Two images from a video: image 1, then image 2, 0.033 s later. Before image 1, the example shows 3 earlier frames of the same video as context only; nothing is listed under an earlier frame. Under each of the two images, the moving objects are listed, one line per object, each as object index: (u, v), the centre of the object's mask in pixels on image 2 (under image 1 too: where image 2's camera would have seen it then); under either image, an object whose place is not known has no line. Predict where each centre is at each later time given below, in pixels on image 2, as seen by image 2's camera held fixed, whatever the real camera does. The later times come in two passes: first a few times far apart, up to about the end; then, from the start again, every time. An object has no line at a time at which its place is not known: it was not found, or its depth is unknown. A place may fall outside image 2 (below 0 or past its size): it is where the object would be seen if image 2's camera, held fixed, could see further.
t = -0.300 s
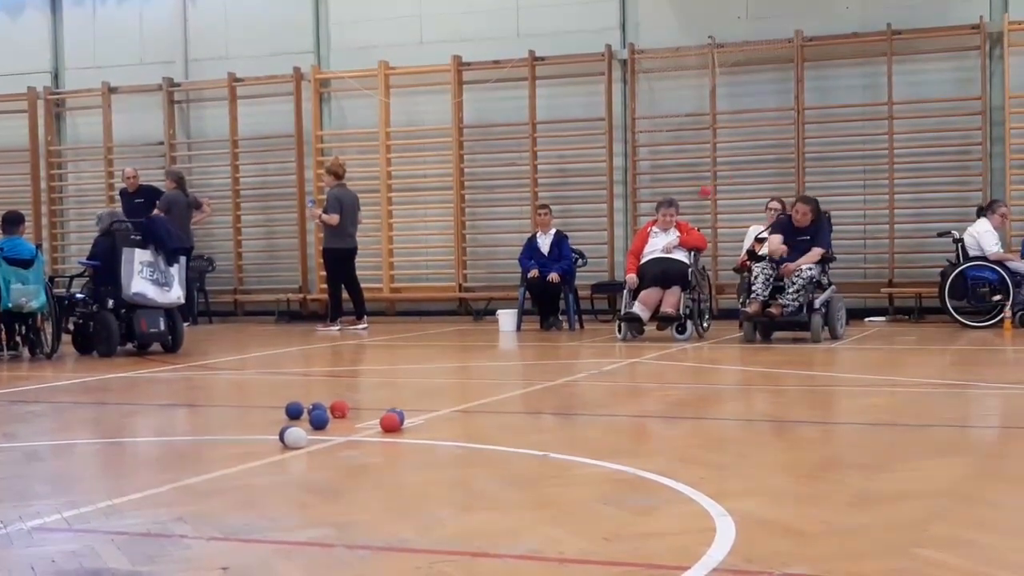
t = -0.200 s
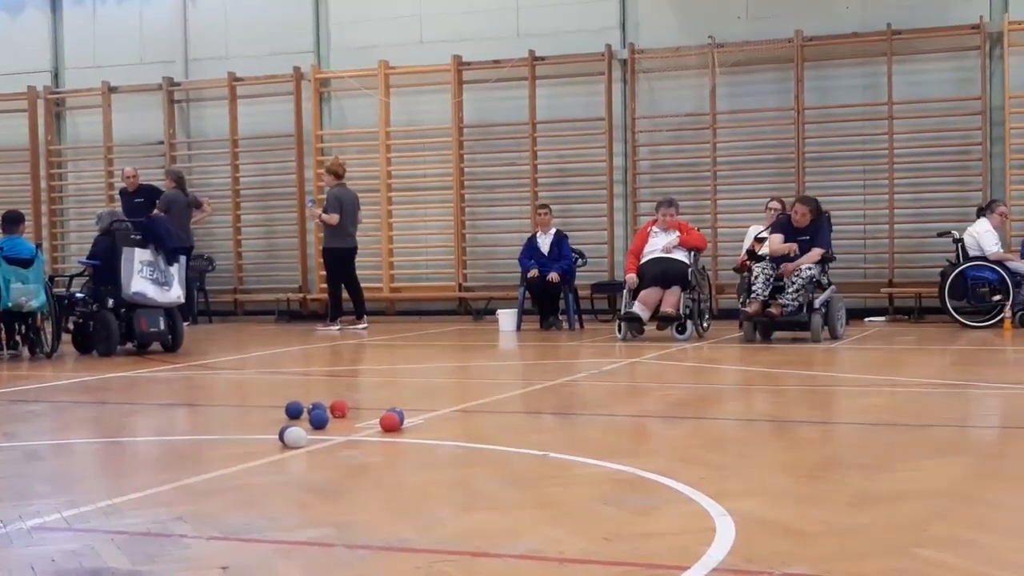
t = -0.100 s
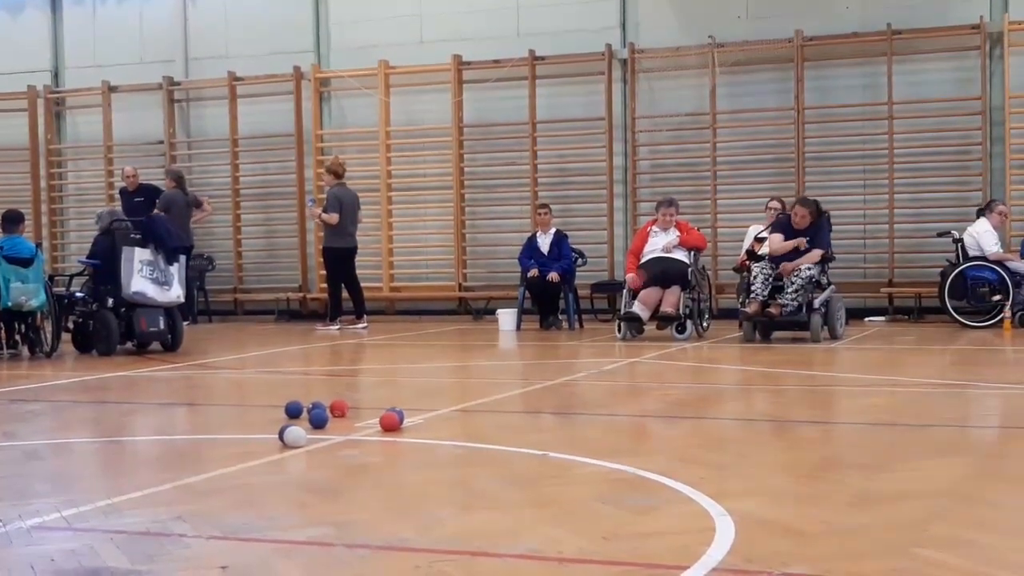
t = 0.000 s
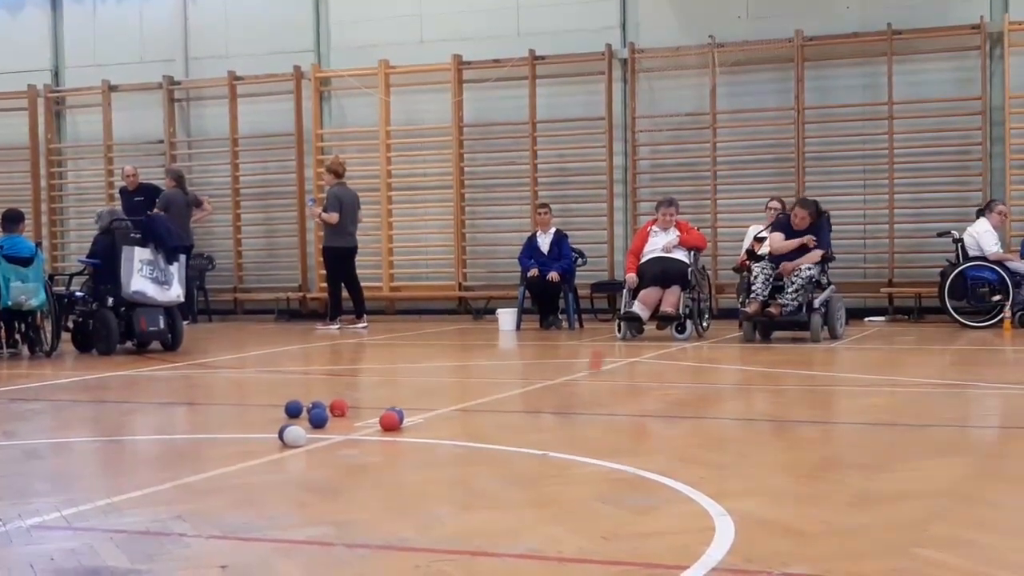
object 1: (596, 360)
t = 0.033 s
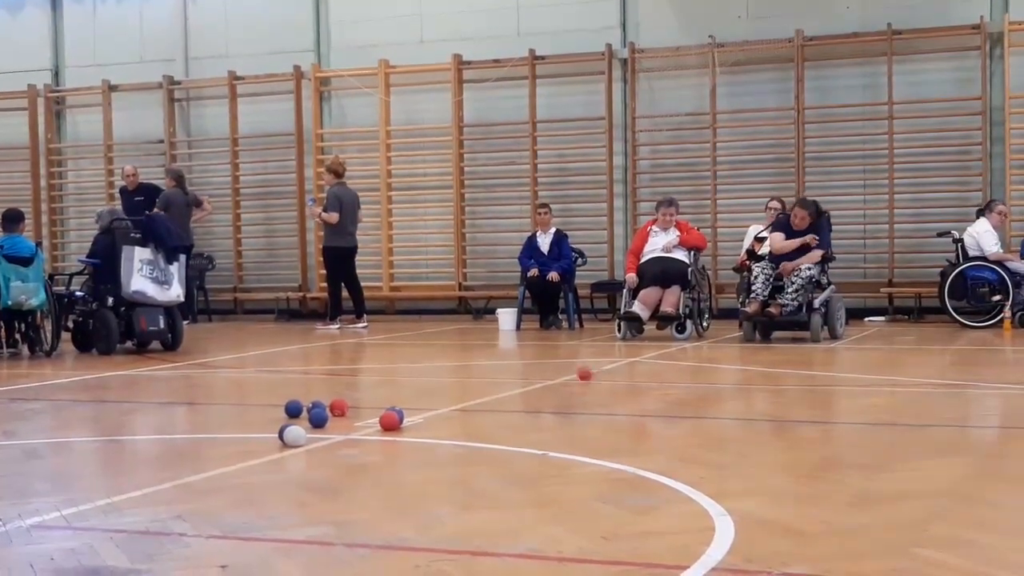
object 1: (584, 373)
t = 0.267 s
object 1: (519, 369)
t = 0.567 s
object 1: (425, 407)
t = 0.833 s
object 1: (365, 404)
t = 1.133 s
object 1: (325, 420)
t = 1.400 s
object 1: (308, 421)
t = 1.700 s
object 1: (300, 420)
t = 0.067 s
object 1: (575, 367)
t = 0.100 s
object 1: (567, 363)
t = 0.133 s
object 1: (558, 360)
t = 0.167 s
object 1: (548, 359)
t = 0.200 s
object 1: (539, 360)
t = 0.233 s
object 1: (529, 364)
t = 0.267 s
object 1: (519, 369)
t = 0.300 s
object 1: (509, 377)
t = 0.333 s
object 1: (499, 388)
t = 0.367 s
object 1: (488, 394)
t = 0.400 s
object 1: (479, 393)
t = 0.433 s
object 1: (468, 393)
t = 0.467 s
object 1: (458, 396)
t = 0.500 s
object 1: (447, 403)
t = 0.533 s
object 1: (436, 405)
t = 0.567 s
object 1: (425, 407)
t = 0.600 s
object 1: (414, 410)
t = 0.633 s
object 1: (405, 410)
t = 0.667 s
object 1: (396, 404)
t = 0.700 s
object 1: (388, 400)
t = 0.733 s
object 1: (383, 399)
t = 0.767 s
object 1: (377, 398)
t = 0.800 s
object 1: (371, 400)
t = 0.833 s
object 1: (365, 404)
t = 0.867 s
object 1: (359, 410)
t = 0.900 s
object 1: (354, 417)
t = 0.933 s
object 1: (349, 416)
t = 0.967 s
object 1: (344, 417)
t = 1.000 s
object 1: (340, 418)
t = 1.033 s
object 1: (336, 418)
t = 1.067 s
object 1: (332, 419)
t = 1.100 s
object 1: (328, 420)
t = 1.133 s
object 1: (325, 420)
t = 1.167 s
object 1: (322, 420)
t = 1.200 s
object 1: (319, 420)
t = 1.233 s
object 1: (317, 420)
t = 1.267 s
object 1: (315, 421)
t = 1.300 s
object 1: (313, 421)
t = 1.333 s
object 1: (311, 421)
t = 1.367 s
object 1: (309, 421)
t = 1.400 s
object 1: (308, 421)
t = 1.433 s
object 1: (306, 421)
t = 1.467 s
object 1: (304, 421)
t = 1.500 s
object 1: (303, 421)
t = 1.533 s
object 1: (302, 421)
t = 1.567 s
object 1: (302, 420)
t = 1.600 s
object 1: (301, 420)
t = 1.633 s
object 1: (300, 420)
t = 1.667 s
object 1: (300, 420)
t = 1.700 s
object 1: (300, 420)
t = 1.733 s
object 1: (300, 420)
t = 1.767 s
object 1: (300, 420)
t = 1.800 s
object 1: (300, 420)
